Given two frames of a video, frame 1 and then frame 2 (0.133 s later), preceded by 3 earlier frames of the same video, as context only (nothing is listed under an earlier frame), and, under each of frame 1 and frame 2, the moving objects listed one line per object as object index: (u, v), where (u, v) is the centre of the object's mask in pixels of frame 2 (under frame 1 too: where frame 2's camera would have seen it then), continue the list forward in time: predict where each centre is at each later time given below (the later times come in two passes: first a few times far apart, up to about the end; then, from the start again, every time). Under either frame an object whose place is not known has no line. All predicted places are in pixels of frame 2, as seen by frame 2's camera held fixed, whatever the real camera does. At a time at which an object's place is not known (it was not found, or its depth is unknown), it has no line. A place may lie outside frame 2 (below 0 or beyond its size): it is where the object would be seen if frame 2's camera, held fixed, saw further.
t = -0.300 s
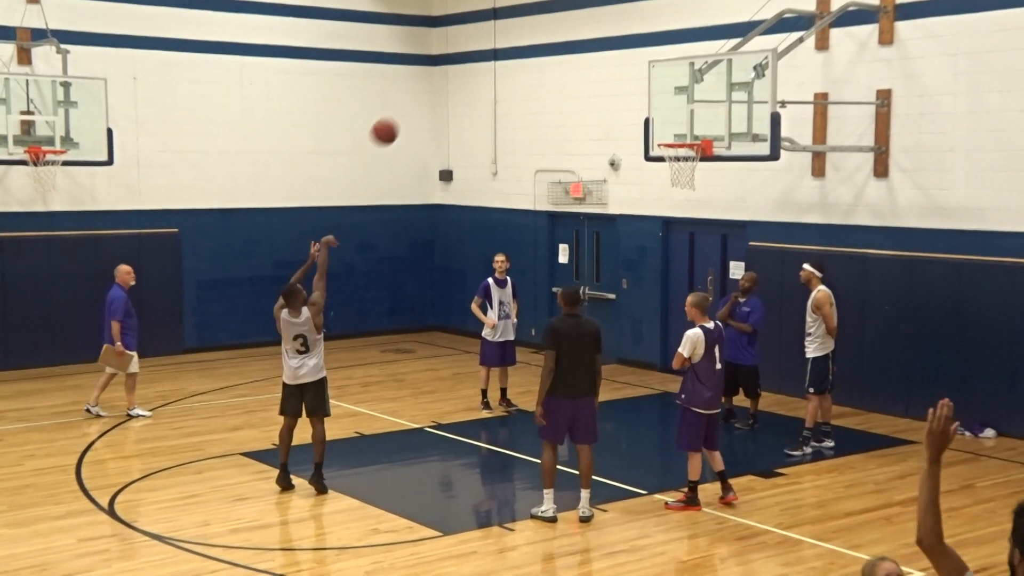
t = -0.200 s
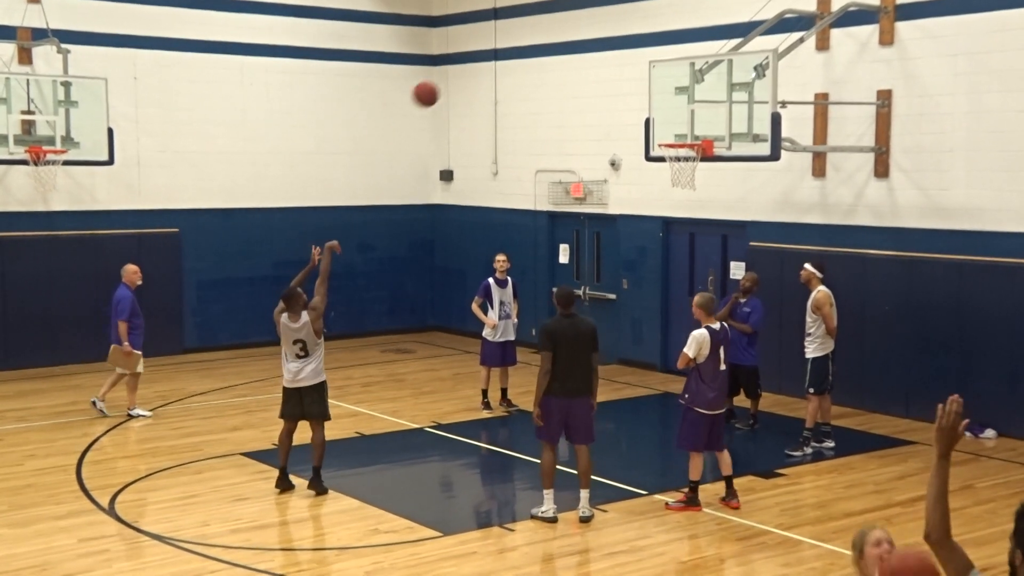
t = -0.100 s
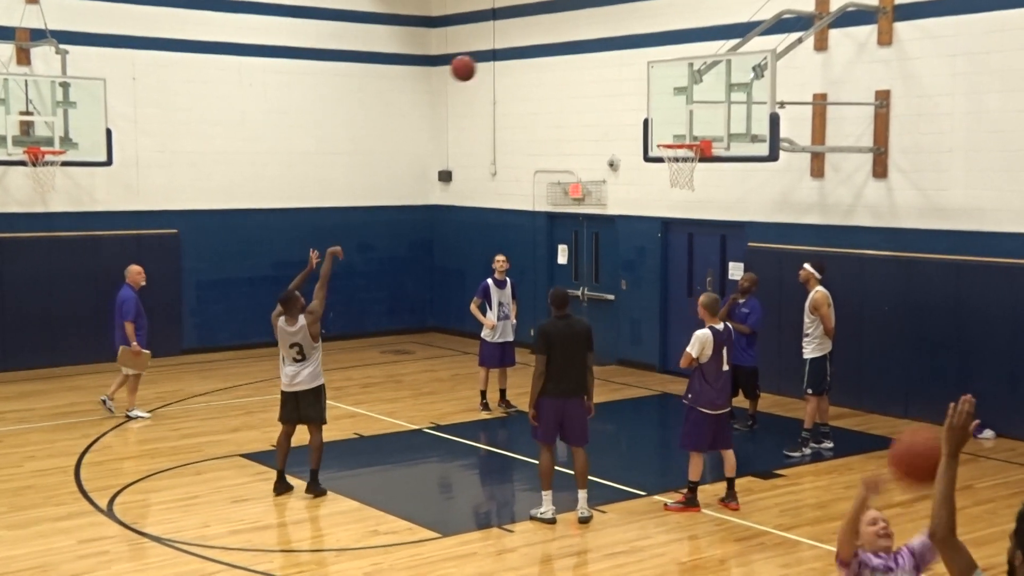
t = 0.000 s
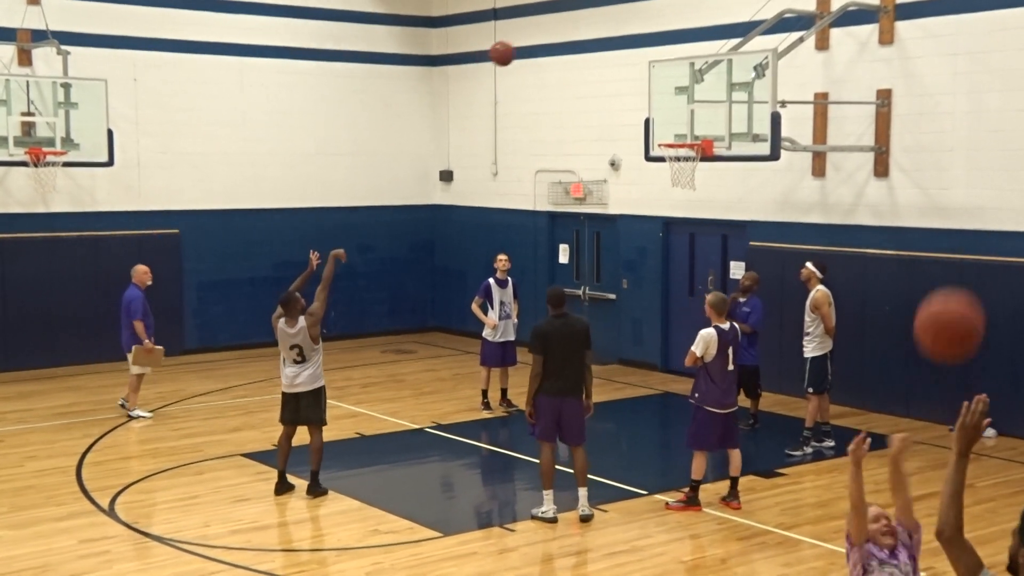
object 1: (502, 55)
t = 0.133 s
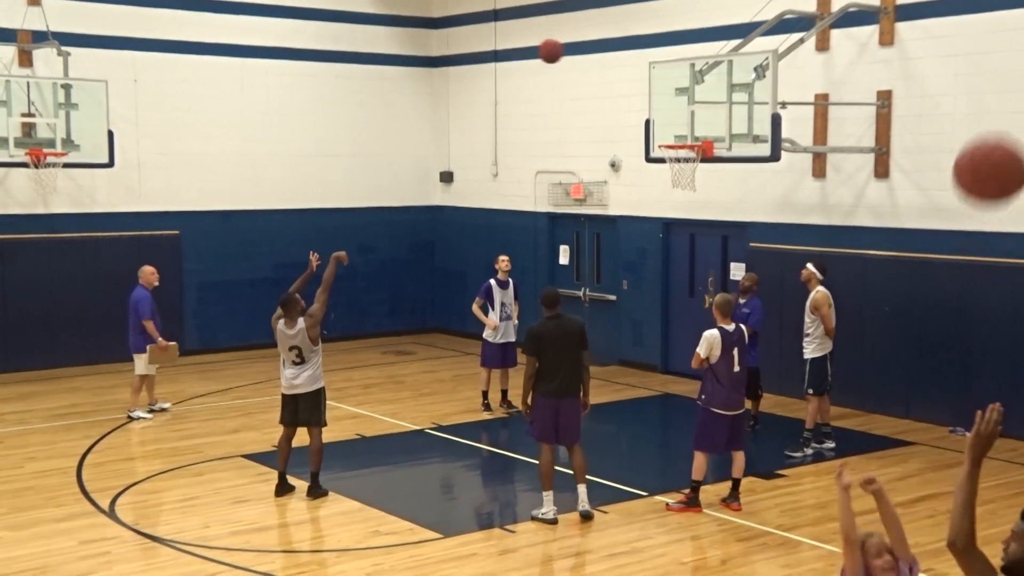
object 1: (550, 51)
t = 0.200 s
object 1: (573, 55)
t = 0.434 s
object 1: (649, 106)
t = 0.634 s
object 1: (691, 174)
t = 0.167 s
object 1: (561, 53)
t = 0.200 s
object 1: (573, 55)
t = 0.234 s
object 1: (585, 60)
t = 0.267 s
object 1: (596, 65)
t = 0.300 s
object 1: (607, 71)
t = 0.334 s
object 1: (618, 78)
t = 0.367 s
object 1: (629, 87)
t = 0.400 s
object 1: (639, 95)
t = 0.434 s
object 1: (649, 106)
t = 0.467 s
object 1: (660, 116)
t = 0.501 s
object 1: (670, 128)
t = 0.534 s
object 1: (680, 140)
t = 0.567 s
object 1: (689, 155)
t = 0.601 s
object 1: (693, 164)
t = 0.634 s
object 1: (691, 174)
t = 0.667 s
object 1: (691, 182)
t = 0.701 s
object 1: (691, 191)
